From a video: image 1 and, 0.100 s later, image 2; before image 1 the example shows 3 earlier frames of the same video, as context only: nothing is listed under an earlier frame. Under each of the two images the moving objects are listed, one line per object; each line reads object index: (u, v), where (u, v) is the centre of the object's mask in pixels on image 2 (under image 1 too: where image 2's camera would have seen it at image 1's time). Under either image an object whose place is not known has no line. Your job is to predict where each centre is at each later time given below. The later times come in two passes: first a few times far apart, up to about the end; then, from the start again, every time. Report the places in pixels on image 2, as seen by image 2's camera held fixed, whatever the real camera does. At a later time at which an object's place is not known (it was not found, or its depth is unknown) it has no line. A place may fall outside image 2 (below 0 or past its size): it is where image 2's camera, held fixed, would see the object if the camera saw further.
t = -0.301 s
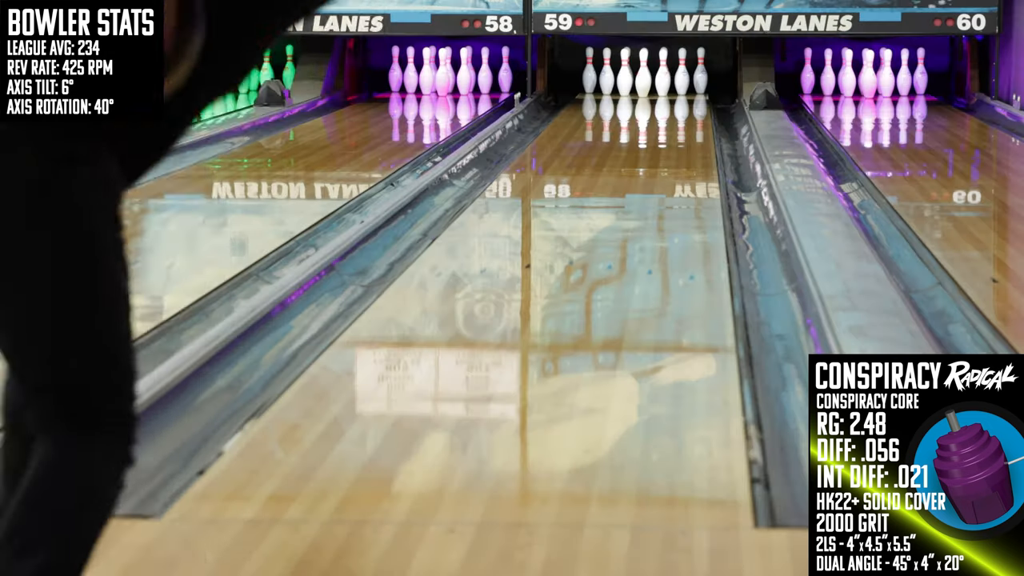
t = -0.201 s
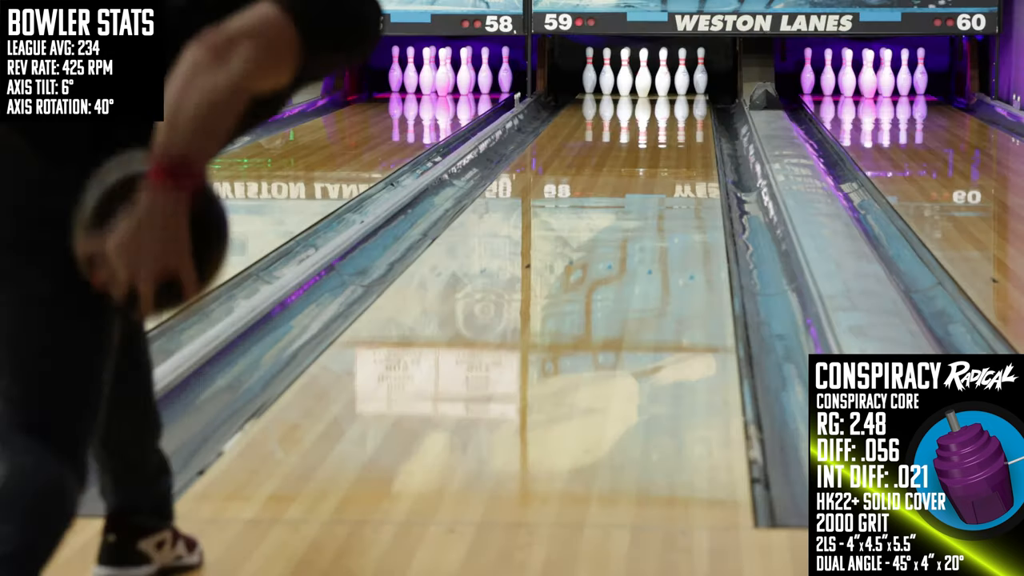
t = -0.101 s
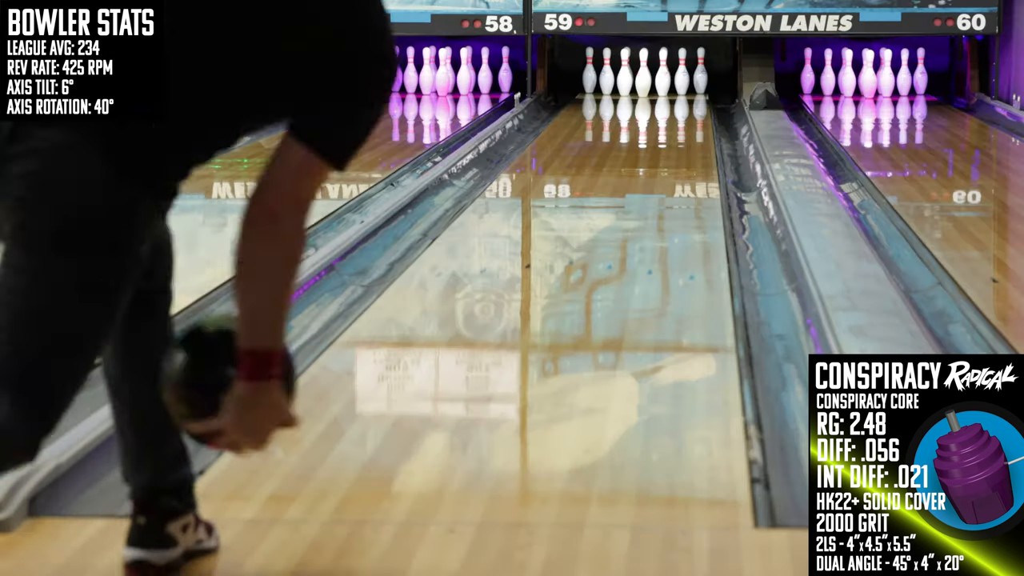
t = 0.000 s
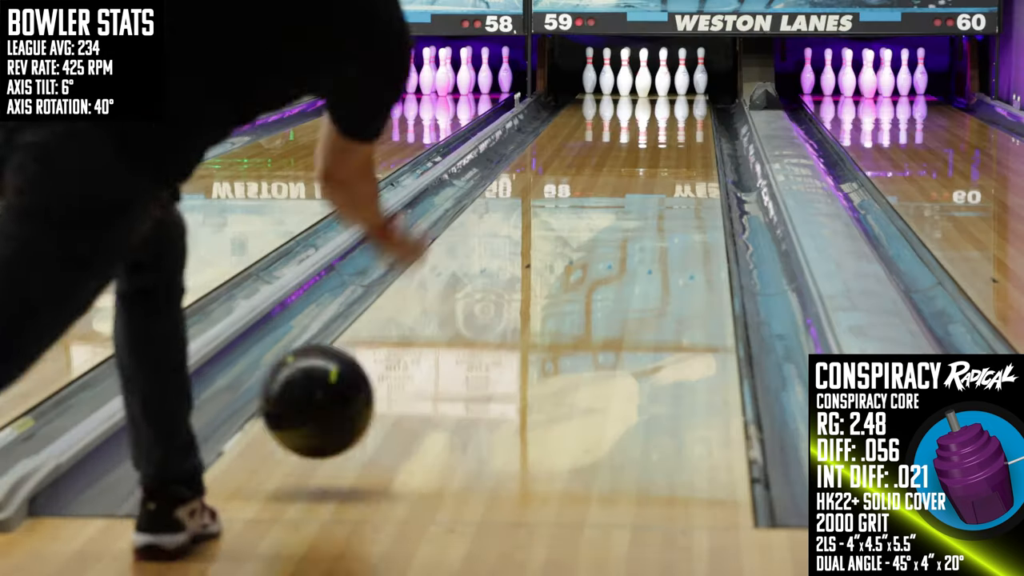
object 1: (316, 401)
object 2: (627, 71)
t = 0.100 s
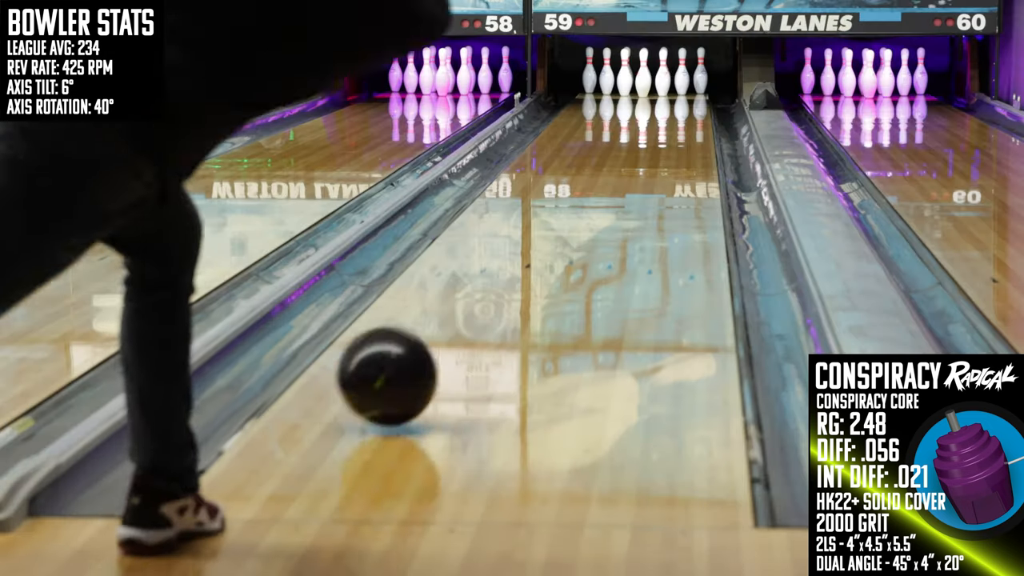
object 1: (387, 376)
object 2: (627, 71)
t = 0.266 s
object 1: (470, 311)
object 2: (627, 71)
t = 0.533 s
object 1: (556, 240)
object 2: (627, 71)
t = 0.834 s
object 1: (615, 189)
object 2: (627, 71)
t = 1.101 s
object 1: (649, 158)
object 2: (627, 71)
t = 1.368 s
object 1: (672, 135)
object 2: (627, 71)
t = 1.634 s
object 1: (687, 118)
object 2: (627, 71)
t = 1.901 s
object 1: (687, 104)
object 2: (627, 71)
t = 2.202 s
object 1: (671, 92)
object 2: (627, 71)
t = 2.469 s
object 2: (624, 68)
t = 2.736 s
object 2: (592, 79)
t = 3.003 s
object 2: (572, 87)
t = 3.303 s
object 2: (567, 98)
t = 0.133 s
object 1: (403, 362)
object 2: (627, 71)
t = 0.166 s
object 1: (424, 350)
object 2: (627, 71)
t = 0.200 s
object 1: (441, 336)
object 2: (627, 71)
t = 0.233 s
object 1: (456, 323)
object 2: (627, 71)
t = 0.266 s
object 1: (470, 311)
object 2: (627, 71)
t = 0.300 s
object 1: (483, 300)
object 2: (627, 71)
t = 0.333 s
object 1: (496, 290)
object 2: (627, 71)
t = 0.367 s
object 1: (508, 281)
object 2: (627, 71)
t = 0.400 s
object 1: (518, 272)
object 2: (627, 71)
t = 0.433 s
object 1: (529, 263)
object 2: (627, 71)
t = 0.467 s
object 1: (538, 255)
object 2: (627, 71)
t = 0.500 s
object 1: (547, 247)
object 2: (626, 68)
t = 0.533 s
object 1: (556, 240)
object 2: (627, 71)
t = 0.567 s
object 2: (627, 71)
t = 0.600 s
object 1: (572, 227)
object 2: (627, 71)
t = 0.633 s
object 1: (579, 221)
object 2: (627, 71)
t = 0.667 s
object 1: (586, 215)
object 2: (627, 71)
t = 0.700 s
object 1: (592, 209)
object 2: (627, 71)
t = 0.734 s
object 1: (598, 204)
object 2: (627, 71)
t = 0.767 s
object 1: (604, 199)
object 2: (627, 71)
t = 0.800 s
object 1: (609, 194)
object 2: (627, 71)
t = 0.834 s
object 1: (615, 189)
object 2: (627, 71)
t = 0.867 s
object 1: (620, 185)
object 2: (627, 71)
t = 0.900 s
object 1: (625, 180)
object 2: (627, 71)
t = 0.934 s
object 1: (629, 177)
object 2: (627, 71)
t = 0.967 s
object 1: (633, 173)
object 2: (627, 71)
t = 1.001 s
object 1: (638, 169)
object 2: (627, 71)
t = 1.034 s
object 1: (642, 165)
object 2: (627, 71)
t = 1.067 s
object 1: (645, 162)
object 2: (627, 71)
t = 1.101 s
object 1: (649, 158)
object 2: (627, 71)
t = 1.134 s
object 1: (653, 155)
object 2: (627, 71)
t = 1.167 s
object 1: (656, 152)
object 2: (627, 71)
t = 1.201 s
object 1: (658, 149)
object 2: (627, 71)
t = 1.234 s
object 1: (662, 146)
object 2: (627, 71)
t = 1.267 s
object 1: (665, 143)
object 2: (627, 71)
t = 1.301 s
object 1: (668, 141)
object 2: (627, 71)
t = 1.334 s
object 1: (670, 138)
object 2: (627, 71)
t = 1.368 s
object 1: (672, 135)
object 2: (627, 71)
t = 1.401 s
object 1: (675, 133)
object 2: (627, 71)
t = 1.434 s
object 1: (677, 130)
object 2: (627, 71)
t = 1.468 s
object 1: (679, 128)
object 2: (627, 71)
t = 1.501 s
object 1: (680, 126)
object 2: (627, 71)
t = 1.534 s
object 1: (683, 124)
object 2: (627, 71)
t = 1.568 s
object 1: (684, 122)
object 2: (627, 71)
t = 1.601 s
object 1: (685, 120)
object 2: (627, 71)
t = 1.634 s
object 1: (687, 118)
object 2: (627, 71)
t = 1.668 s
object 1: (687, 116)
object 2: (627, 71)
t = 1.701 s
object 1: (688, 114)
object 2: (627, 71)
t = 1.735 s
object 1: (688, 112)
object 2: (627, 71)
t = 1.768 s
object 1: (689, 111)
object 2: (627, 71)
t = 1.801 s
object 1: (689, 109)
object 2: (627, 71)
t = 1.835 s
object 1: (689, 107)
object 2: (627, 71)
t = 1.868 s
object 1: (689, 106)
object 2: (627, 71)
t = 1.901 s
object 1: (687, 104)
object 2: (627, 71)
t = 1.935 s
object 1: (686, 102)
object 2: (627, 71)
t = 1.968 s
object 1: (686, 101)
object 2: (627, 71)
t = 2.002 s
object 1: (684, 100)
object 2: (627, 71)
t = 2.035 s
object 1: (682, 98)
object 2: (627, 71)
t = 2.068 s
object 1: (681, 97)
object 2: (627, 71)
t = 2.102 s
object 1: (679, 96)
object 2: (627, 71)
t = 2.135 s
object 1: (676, 94)
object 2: (627, 71)
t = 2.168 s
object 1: (674, 93)
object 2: (627, 71)
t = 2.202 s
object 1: (671, 92)
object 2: (627, 71)
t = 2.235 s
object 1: (669, 91)
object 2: (627, 71)
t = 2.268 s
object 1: (666, 90)
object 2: (627, 71)
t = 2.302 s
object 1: (663, 89)
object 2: (627, 71)
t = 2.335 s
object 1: (660, 87)
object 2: (627, 71)
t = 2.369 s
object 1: (658, 86)
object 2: (627, 71)
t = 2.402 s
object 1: (655, 86)
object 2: (627, 71)
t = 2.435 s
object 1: (653, 85)
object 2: (627, 71)
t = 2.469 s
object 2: (624, 68)
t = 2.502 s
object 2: (614, 71)
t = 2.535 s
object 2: (611, 74)
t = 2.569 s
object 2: (606, 80)
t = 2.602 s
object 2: (603, 83)
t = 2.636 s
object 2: (600, 85)
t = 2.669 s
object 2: (598, 83)
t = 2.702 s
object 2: (596, 79)
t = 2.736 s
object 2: (592, 79)
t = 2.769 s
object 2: (591, 79)
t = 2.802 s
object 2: (587, 82)
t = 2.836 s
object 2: (583, 85)
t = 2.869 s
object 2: (577, 84)
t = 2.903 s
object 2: (573, 83)
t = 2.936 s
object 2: (570, 84)
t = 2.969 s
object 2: (571, 86)
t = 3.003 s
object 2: (572, 87)
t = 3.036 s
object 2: (573, 89)
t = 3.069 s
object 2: (574, 89)
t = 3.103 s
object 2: (575, 88)
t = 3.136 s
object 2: (575, 89)
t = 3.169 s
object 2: (577, 91)
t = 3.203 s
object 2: (578, 91)
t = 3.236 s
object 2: (569, 96)
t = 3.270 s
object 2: (567, 98)
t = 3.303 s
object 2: (567, 98)
